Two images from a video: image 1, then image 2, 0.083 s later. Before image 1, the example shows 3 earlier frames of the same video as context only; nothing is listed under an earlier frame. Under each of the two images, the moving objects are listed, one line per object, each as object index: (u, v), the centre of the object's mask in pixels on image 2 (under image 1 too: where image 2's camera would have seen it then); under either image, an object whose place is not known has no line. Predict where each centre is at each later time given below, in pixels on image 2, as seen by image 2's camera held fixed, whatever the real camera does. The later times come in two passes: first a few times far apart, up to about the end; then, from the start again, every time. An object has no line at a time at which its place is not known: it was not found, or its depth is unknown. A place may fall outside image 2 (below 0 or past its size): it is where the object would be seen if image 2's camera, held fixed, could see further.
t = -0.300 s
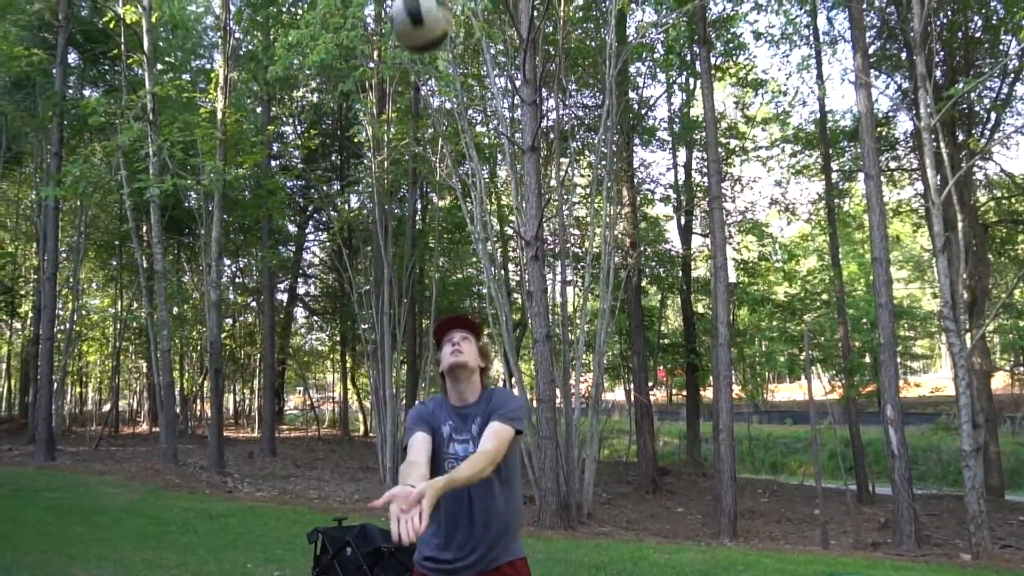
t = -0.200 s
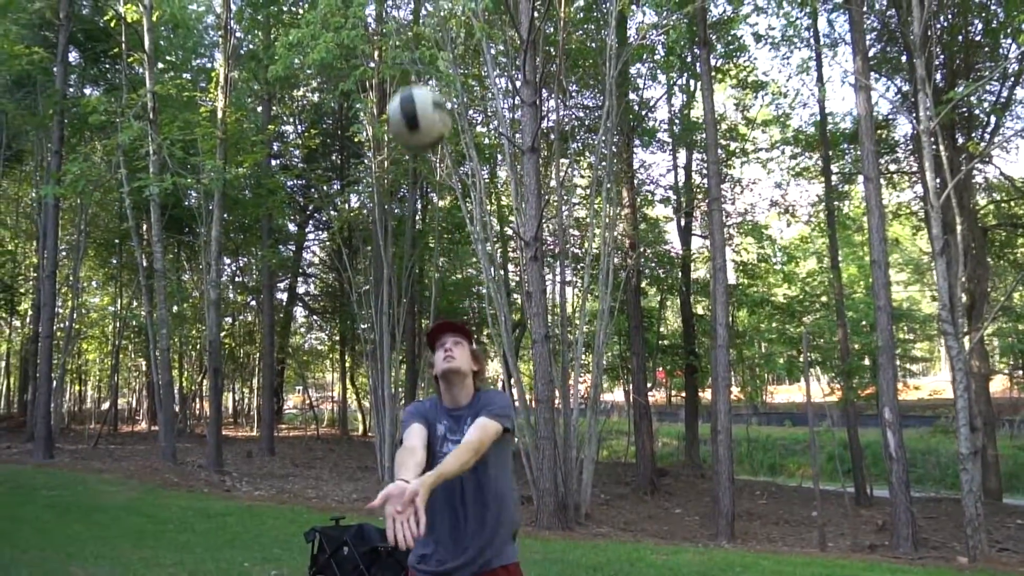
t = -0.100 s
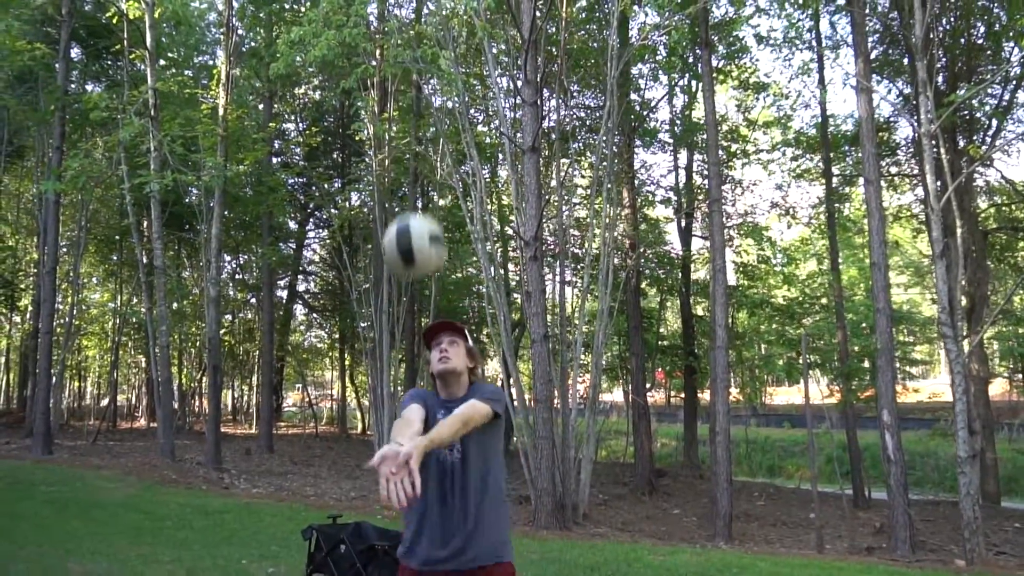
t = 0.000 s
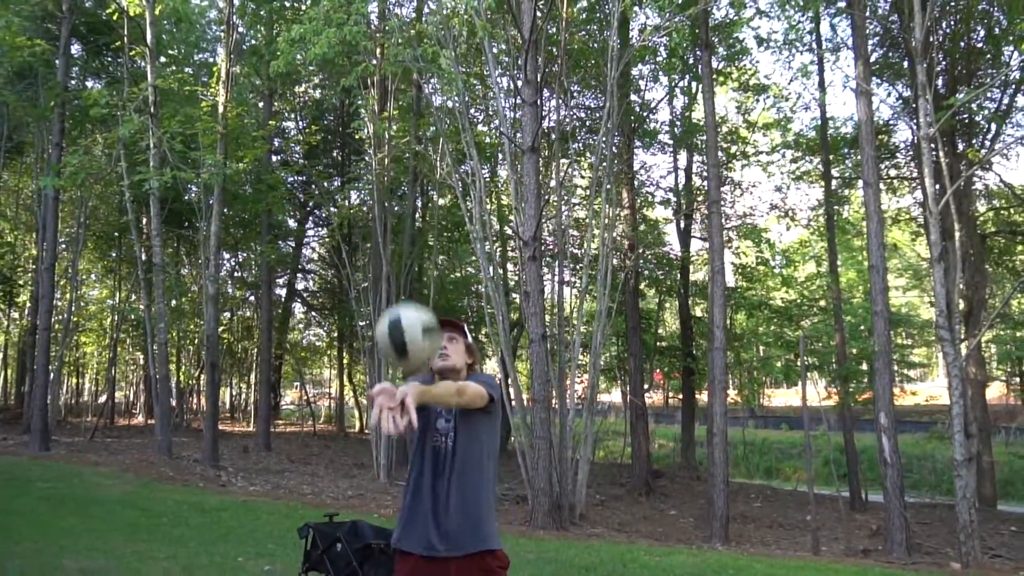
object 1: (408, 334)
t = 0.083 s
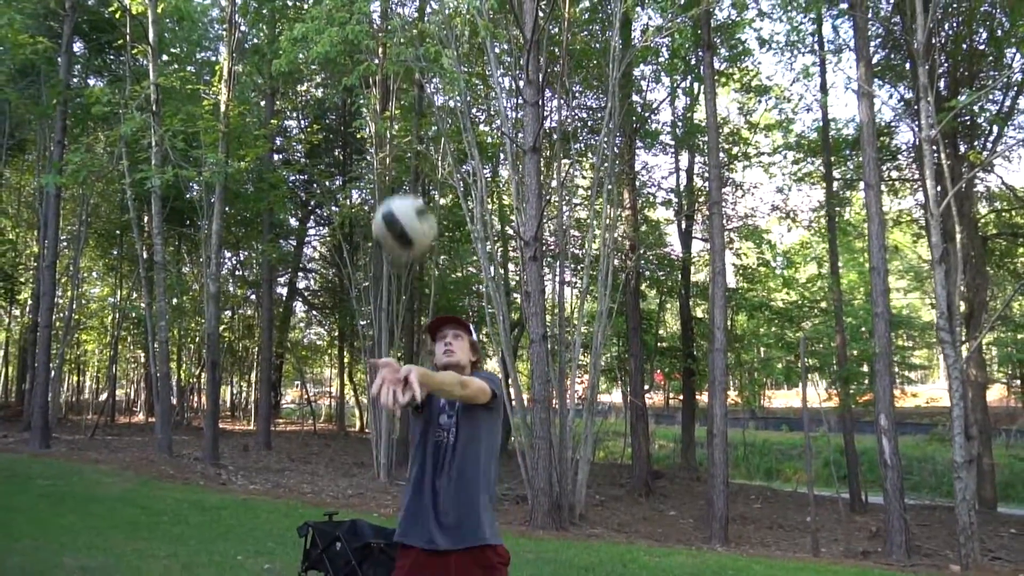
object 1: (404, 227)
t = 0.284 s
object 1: (397, 64)
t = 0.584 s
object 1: (385, 25)
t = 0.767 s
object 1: (375, 104)
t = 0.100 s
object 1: (403, 208)
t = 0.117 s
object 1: (403, 191)
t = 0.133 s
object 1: (402, 173)
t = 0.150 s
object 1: (401, 158)
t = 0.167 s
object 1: (401, 142)
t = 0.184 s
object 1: (400, 130)
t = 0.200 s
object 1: (399, 116)
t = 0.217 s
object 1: (399, 104)
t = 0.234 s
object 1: (398, 93)
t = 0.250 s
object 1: (398, 83)
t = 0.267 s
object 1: (397, 73)
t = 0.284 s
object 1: (397, 64)
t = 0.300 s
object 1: (396, 56)
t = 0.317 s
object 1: (396, 49)
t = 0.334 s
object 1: (395, 42)
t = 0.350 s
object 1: (394, 37)
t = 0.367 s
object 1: (393, 31)
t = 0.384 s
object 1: (393, 27)
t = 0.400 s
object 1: (392, 23)
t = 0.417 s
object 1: (391, 19)
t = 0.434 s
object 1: (391, 17)
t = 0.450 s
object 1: (390, 16)
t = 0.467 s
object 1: (389, 15)
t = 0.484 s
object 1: (388, 15)
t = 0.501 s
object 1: (388, 15)
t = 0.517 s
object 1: (388, 15)
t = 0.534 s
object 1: (387, 17)
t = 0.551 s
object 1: (386, 18)
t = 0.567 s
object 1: (386, 21)
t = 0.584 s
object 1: (385, 25)
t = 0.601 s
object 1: (384, 28)
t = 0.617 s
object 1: (384, 33)
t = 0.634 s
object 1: (383, 39)
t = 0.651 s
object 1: (382, 45)
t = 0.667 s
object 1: (380, 51)
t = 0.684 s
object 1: (379, 59)
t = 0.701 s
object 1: (378, 67)
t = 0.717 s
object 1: (378, 75)
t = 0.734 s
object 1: (377, 84)
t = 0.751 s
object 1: (376, 94)
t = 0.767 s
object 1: (375, 104)
